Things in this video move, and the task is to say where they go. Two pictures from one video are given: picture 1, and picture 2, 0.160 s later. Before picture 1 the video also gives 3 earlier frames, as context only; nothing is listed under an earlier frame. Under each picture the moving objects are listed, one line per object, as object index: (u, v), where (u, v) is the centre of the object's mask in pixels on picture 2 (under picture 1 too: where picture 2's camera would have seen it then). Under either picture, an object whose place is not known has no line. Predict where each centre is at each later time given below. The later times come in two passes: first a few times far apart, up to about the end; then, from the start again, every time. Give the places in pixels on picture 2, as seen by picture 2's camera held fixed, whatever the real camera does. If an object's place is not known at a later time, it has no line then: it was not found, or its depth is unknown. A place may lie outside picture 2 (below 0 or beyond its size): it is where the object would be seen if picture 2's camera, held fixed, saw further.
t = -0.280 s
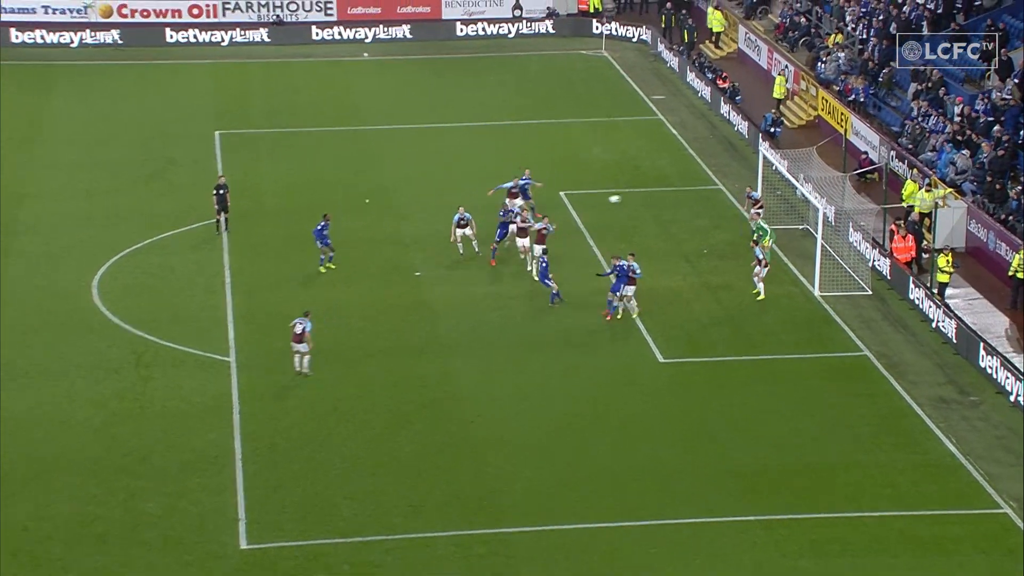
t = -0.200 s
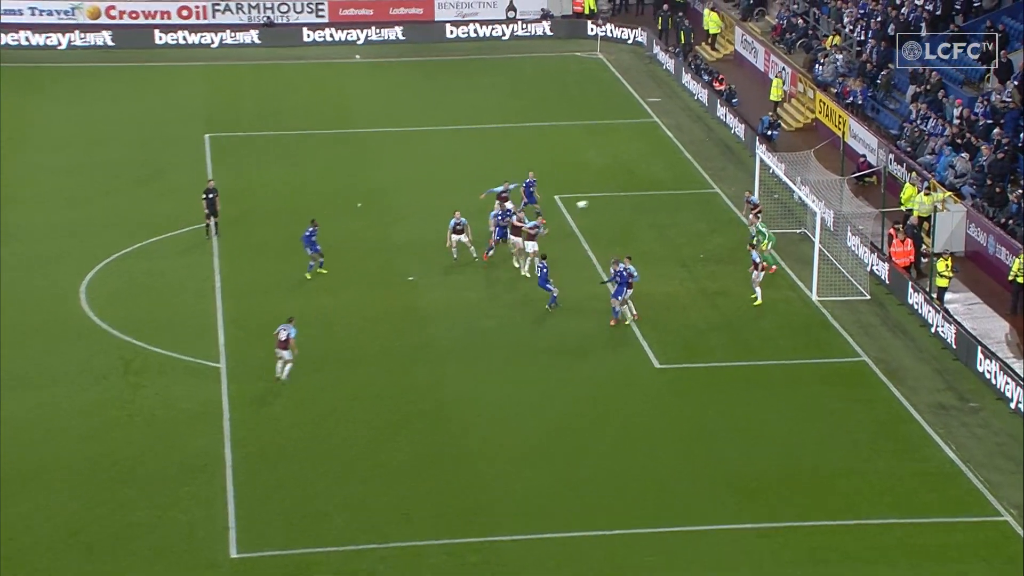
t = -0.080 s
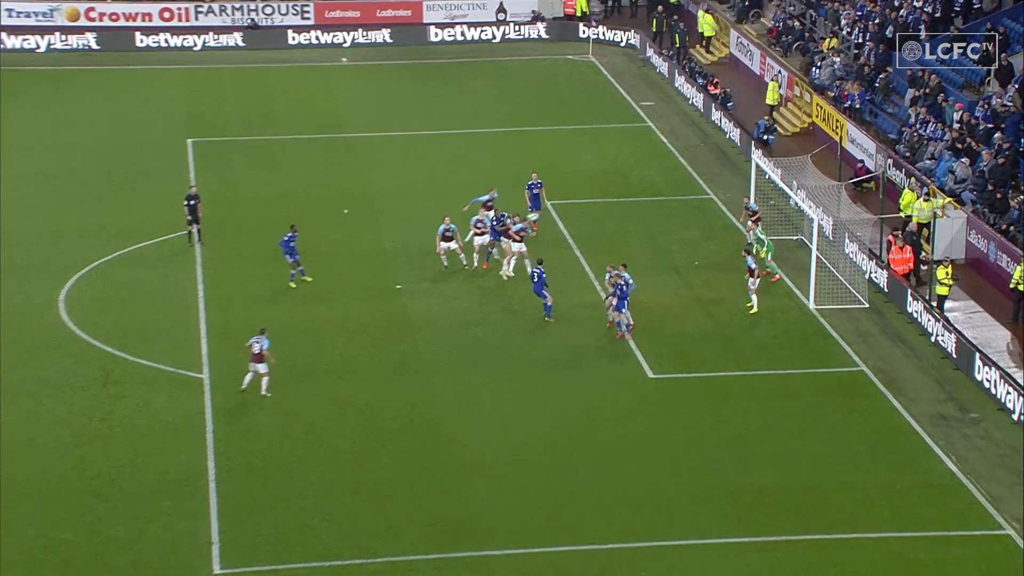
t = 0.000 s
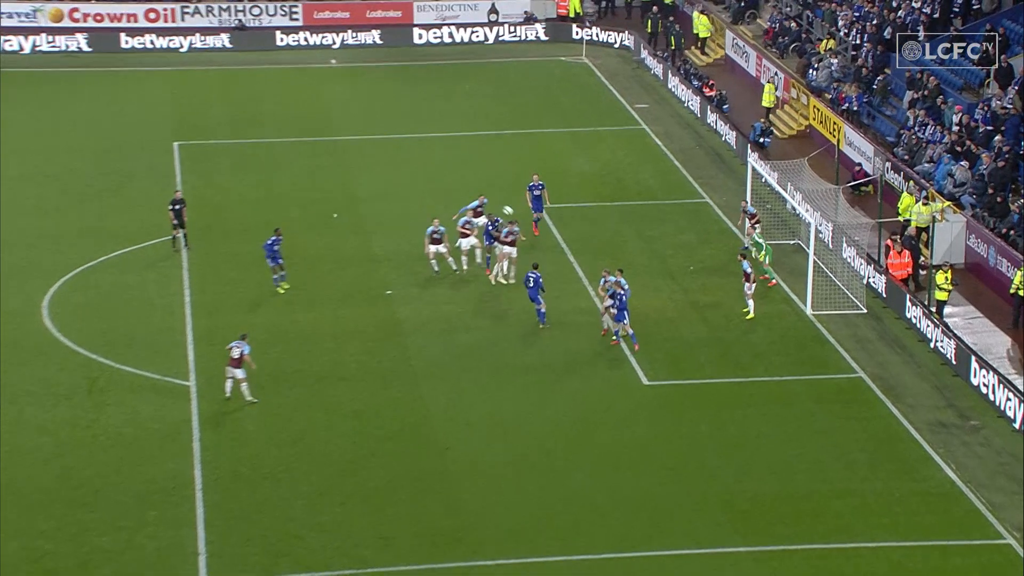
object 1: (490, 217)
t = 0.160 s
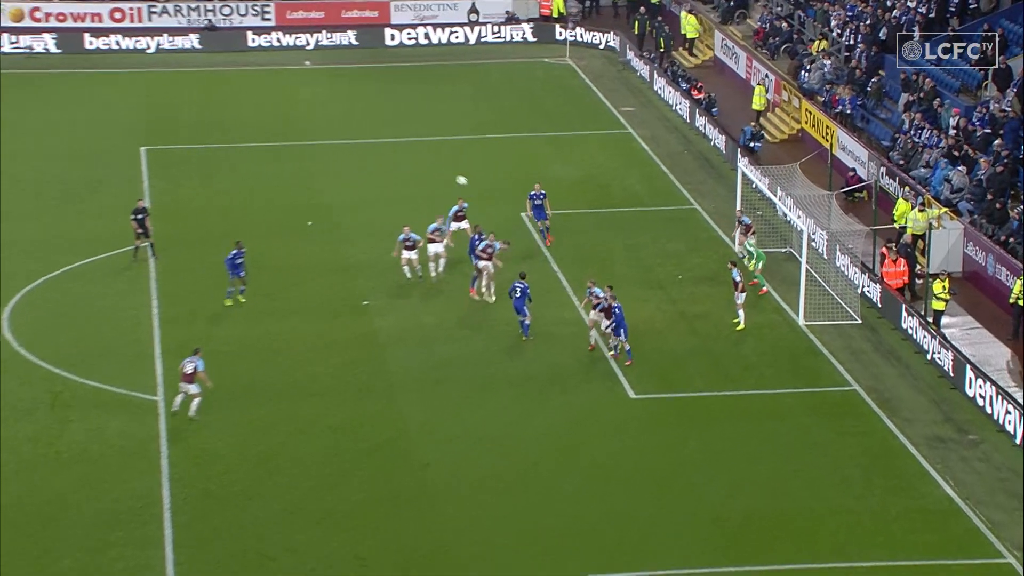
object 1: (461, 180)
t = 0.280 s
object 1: (438, 157)
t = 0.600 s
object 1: (374, 120)
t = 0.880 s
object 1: (318, 122)
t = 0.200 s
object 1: (455, 172)
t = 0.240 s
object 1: (446, 165)
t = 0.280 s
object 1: (438, 157)
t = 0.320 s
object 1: (430, 151)
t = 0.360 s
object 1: (422, 145)
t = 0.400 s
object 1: (413, 139)
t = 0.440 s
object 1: (406, 134)
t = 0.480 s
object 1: (397, 129)
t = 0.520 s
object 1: (390, 126)
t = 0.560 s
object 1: (382, 122)
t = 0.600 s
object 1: (374, 120)
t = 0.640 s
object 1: (366, 119)
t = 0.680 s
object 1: (358, 118)
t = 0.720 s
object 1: (350, 117)
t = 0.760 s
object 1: (342, 117)
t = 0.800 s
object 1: (334, 118)
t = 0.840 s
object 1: (326, 120)
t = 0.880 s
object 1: (318, 122)
